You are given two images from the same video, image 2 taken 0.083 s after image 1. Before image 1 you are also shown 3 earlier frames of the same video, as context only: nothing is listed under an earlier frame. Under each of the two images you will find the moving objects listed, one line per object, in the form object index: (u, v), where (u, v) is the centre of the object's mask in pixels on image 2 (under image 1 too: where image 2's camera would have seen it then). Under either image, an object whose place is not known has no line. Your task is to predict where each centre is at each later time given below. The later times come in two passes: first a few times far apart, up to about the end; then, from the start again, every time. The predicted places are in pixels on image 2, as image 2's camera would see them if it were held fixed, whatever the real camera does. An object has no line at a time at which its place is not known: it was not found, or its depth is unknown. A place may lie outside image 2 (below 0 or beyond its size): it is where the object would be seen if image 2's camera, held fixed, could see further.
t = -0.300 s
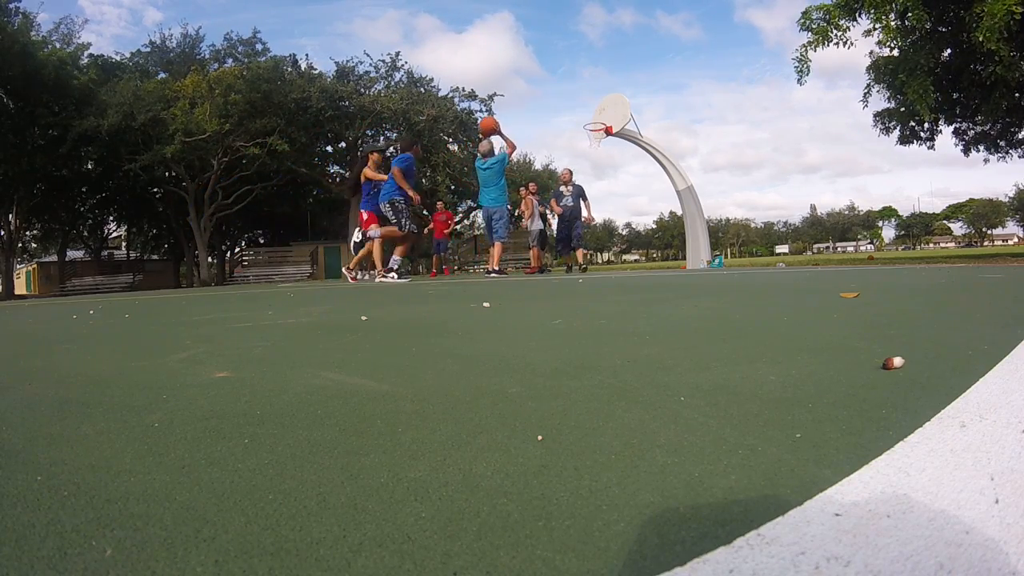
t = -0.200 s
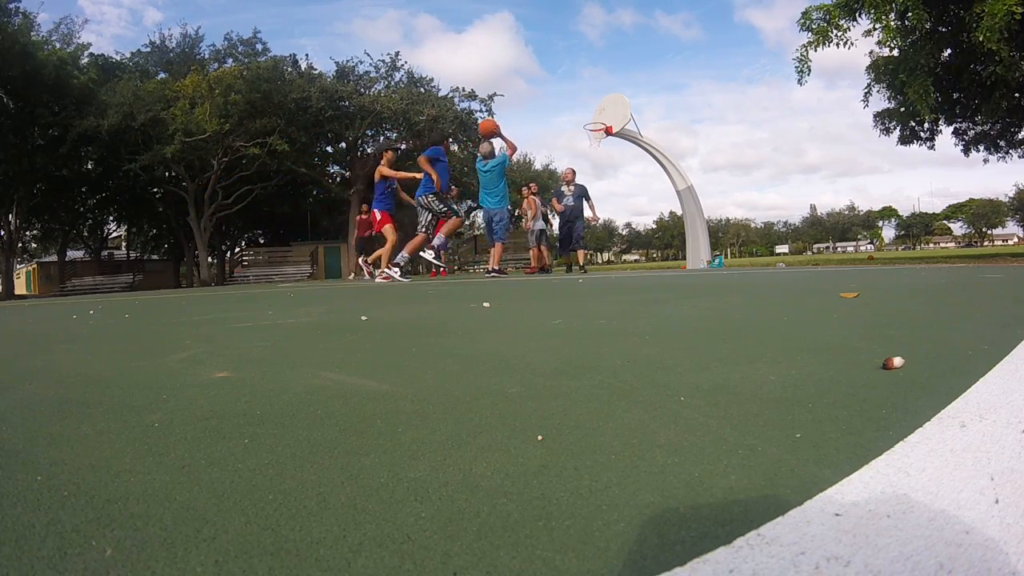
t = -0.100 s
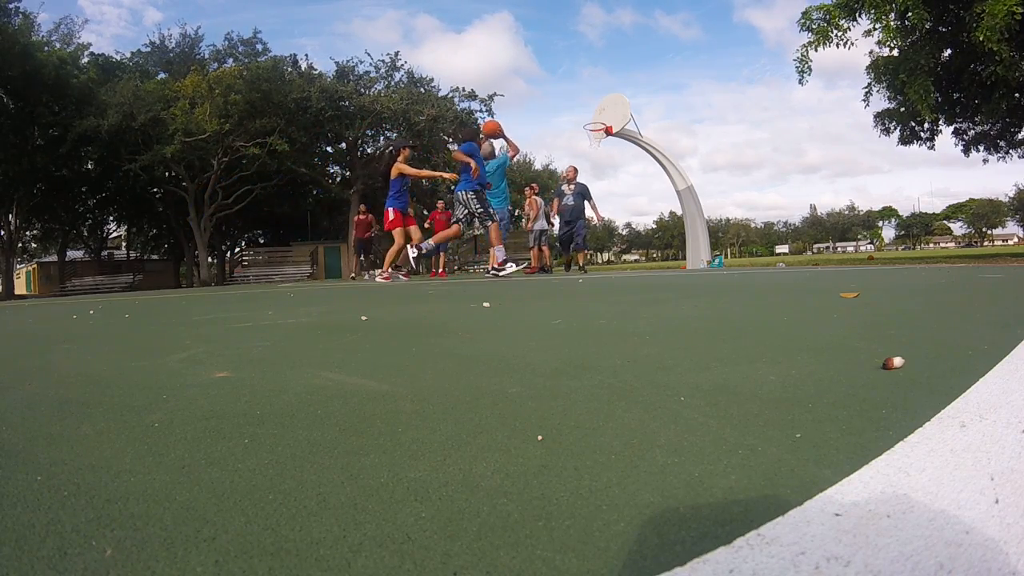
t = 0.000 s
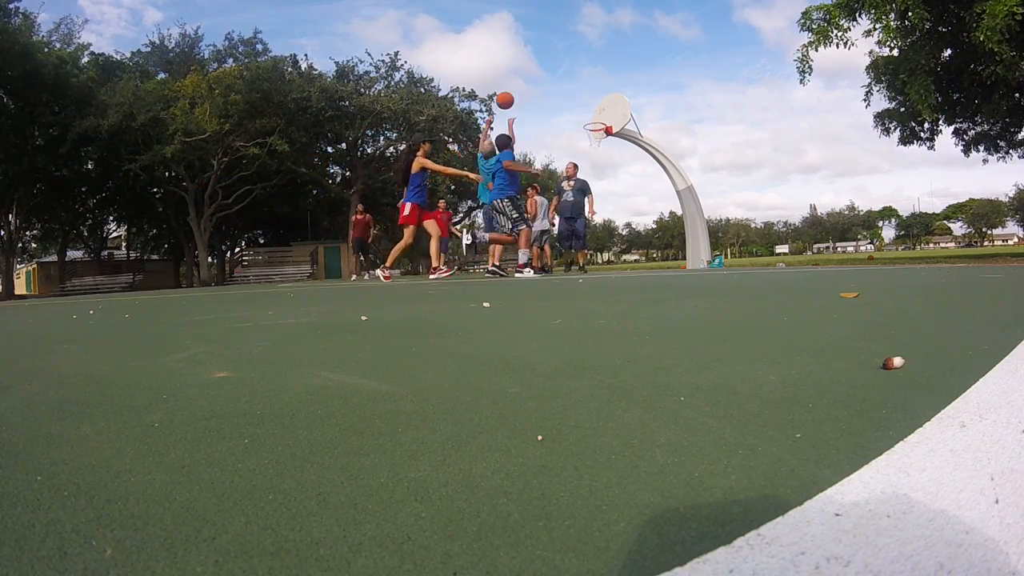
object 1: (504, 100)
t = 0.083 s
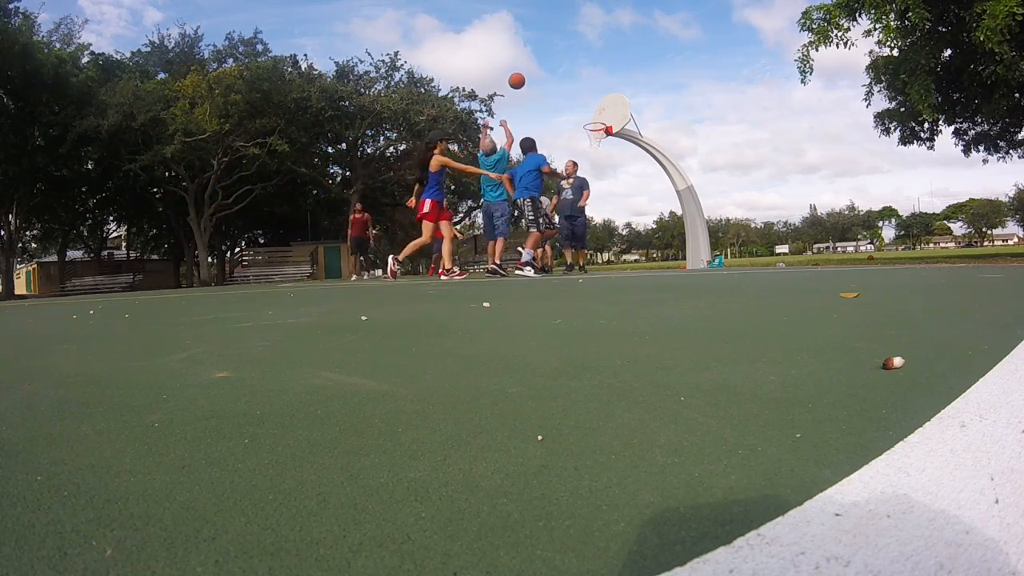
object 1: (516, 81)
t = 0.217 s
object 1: (532, 63)
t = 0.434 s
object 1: (553, 59)
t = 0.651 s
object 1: (570, 77)
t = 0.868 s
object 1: (585, 112)
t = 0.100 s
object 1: (519, 78)
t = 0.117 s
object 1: (521, 75)
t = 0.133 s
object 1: (523, 73)
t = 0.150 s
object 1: (525, 70)
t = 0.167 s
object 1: (527, 68)
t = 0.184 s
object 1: (529, 66)
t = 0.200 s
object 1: (530, 65)
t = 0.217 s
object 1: (532, 63)
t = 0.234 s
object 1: (534, 62)
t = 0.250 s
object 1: (536, 61)
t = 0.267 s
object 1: (537, 60)
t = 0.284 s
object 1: (539, 59)
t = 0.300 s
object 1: (541, 59)
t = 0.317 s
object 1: (542, 58)
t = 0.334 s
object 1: (544, 58)
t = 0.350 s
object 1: (545, 58)
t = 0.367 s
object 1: (547, 58)
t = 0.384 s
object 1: (548, 58)
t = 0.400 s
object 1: (550, 58)
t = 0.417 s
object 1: (551, 59)
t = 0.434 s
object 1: (553, 59)
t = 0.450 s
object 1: (554, 60)
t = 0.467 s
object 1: (556, 61)
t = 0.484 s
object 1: (557, 61)
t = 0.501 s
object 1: (558, 63)
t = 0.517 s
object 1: (560, 64)
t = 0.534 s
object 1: (561, 65)
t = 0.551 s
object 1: (563, 66)
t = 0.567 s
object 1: (564, 68)
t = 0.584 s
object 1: (565, 69)
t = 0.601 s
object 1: (566, 71)
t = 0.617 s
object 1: (568, 73)
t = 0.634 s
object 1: (569, 75)
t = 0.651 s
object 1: (570, 77)
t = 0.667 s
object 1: (571, 79)
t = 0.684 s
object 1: (572, 81)
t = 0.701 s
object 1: (574, 83)
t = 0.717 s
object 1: (575, 86)
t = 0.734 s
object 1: (576, 88)
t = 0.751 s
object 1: (577, 91)
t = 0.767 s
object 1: (578, 94)
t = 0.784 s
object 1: (579, 96)
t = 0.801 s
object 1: (580, 99)
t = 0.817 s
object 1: (581, 102)
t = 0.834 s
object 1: (583, 105)
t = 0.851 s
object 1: (584, 109)
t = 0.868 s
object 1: (585, 112)
